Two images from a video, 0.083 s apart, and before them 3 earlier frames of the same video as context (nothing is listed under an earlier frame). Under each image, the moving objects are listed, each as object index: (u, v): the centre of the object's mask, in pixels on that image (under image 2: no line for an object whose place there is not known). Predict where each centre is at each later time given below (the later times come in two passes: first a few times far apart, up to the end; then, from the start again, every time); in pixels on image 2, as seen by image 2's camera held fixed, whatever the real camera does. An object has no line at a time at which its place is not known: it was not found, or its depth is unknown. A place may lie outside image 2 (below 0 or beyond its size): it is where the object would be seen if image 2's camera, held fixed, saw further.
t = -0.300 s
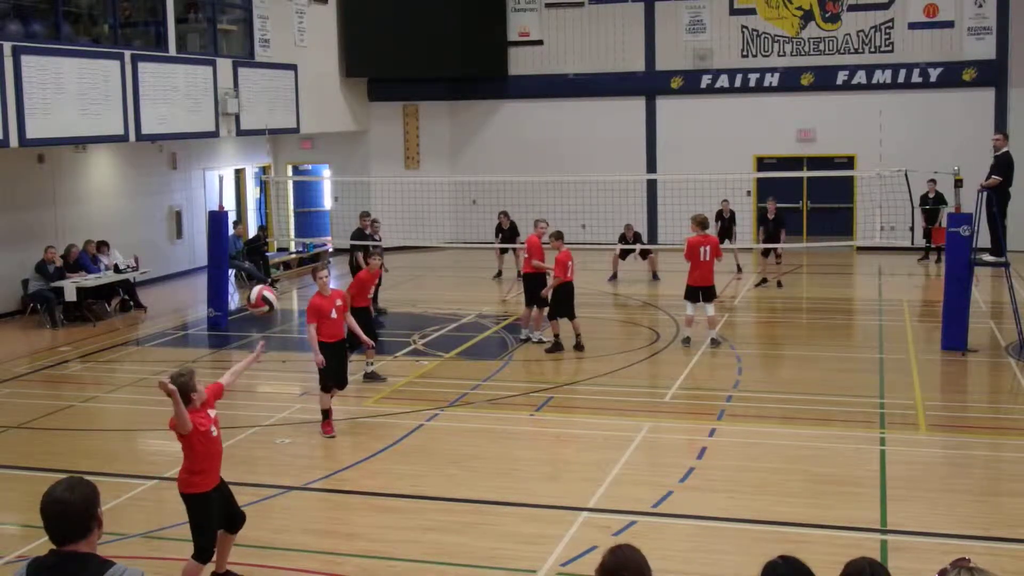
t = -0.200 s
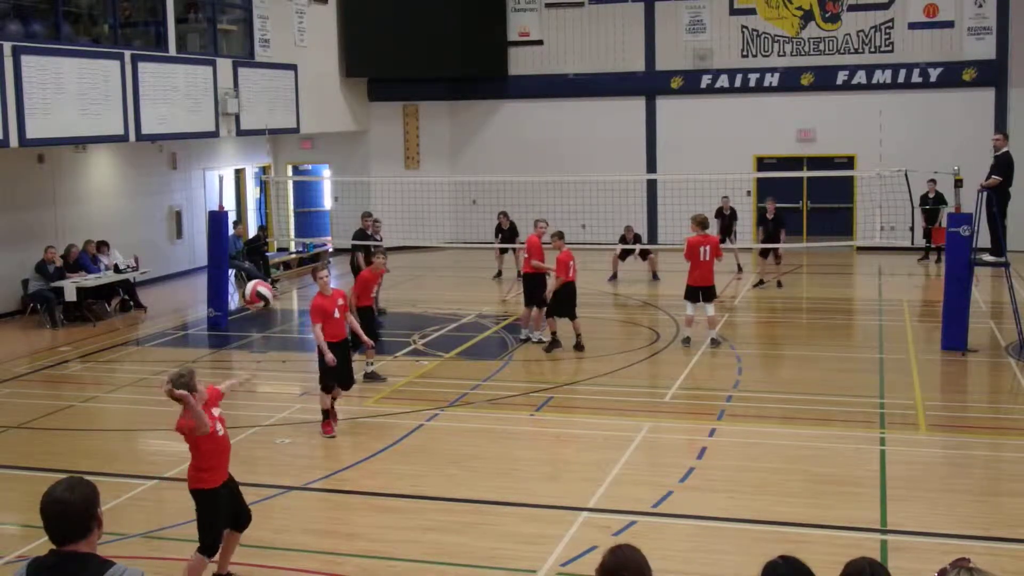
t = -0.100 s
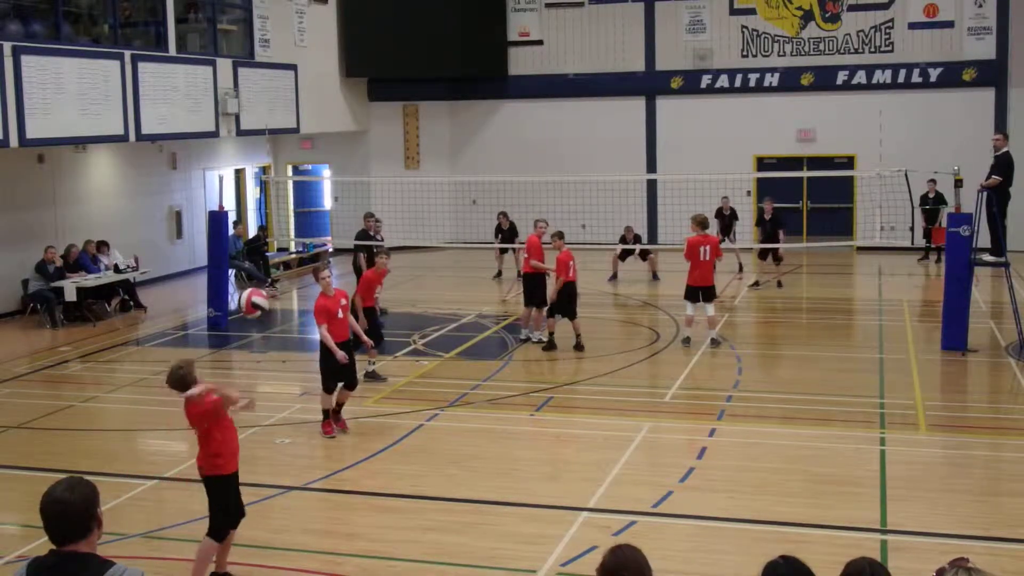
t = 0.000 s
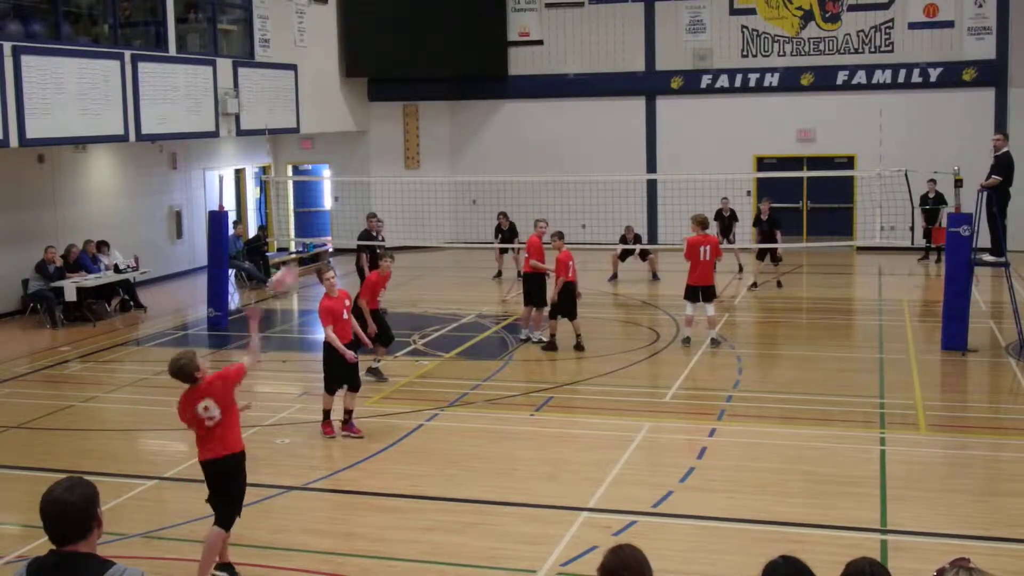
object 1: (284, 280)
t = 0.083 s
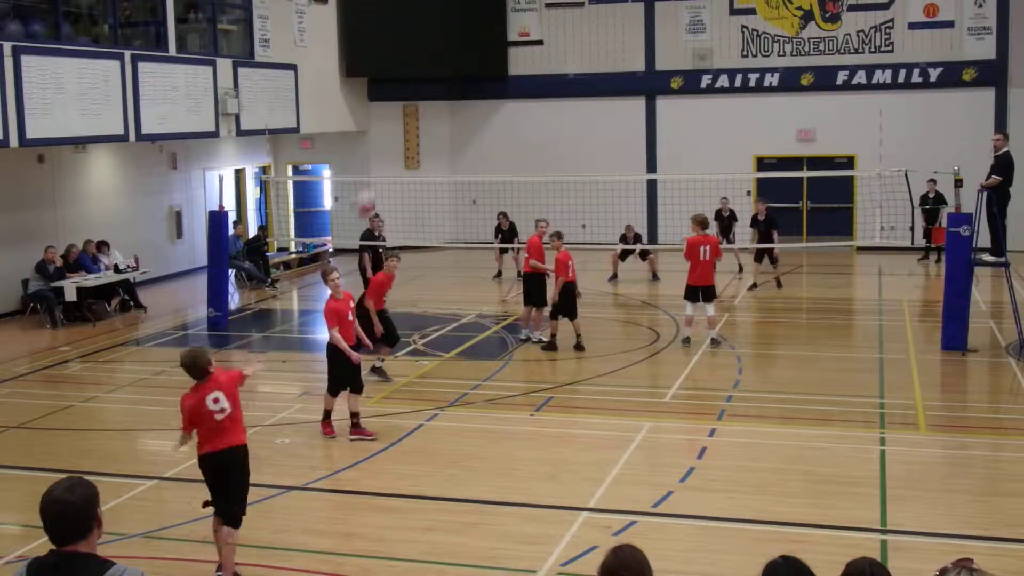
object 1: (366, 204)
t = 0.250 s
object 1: (494, 104)
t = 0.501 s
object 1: (627, 51)
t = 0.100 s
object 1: (381, 192)
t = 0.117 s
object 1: (399, 179)
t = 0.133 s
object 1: (410, 167)
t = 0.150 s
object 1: (423, 156)
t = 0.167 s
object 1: (438, 146)
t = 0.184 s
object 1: (448, 136)
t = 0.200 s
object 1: (461, 123)
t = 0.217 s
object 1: (472, 119)
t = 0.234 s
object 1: (483, 111)
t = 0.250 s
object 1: (494, 104)
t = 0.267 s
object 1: (506, 97)
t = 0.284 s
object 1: (516, 91)
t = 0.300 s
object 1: (526, 87)
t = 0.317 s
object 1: (535, 82)
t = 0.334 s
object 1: (545, 79)
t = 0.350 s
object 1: (554, 73)
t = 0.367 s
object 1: (565, 68)
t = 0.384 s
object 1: (573, 66)
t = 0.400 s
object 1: (582, 63)
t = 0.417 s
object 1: (591, 60)
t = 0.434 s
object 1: (598, 58)
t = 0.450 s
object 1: (606, 57)
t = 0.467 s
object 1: (613, 54)
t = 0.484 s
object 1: (621, 52)
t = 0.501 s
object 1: (627, 51)
